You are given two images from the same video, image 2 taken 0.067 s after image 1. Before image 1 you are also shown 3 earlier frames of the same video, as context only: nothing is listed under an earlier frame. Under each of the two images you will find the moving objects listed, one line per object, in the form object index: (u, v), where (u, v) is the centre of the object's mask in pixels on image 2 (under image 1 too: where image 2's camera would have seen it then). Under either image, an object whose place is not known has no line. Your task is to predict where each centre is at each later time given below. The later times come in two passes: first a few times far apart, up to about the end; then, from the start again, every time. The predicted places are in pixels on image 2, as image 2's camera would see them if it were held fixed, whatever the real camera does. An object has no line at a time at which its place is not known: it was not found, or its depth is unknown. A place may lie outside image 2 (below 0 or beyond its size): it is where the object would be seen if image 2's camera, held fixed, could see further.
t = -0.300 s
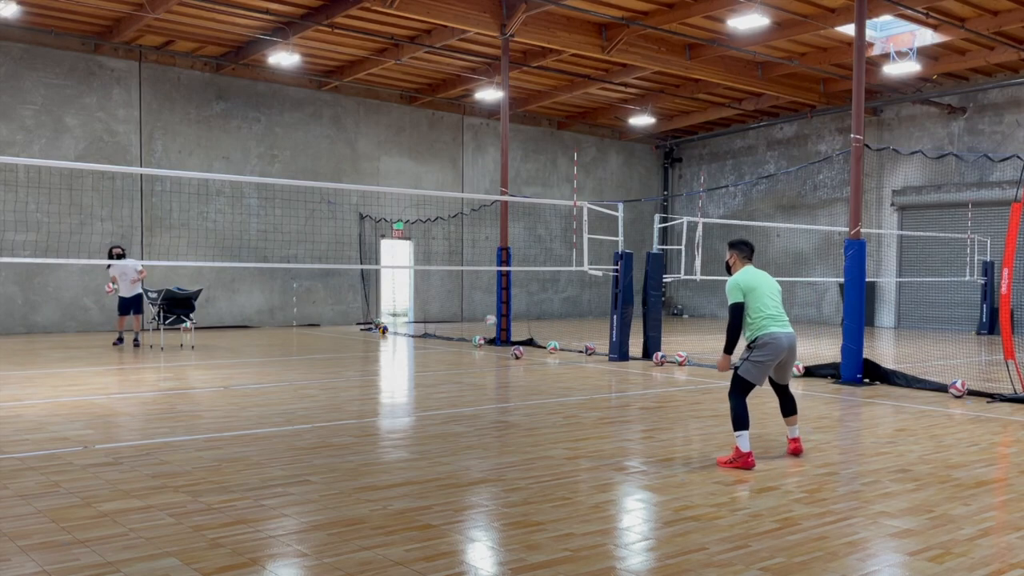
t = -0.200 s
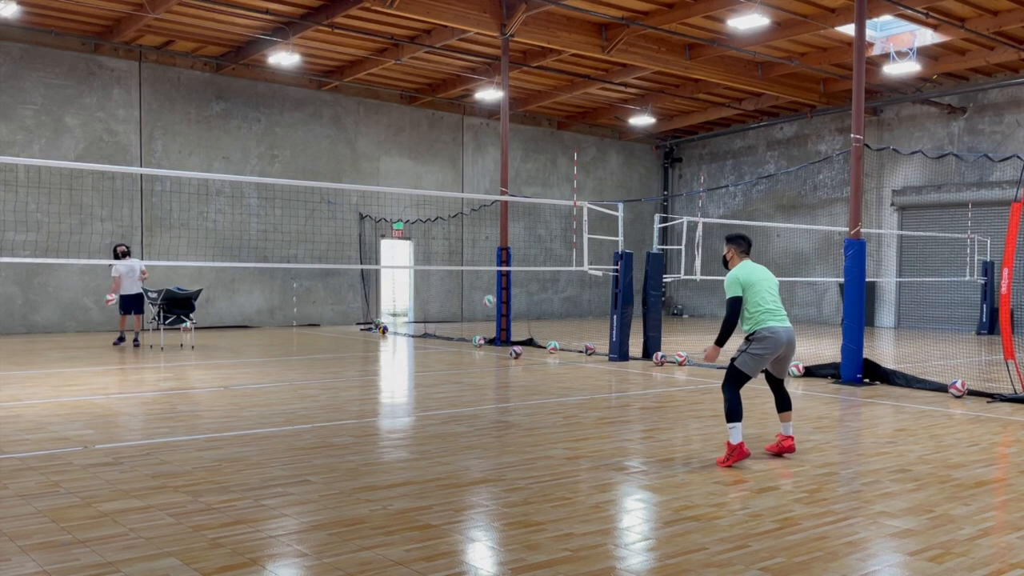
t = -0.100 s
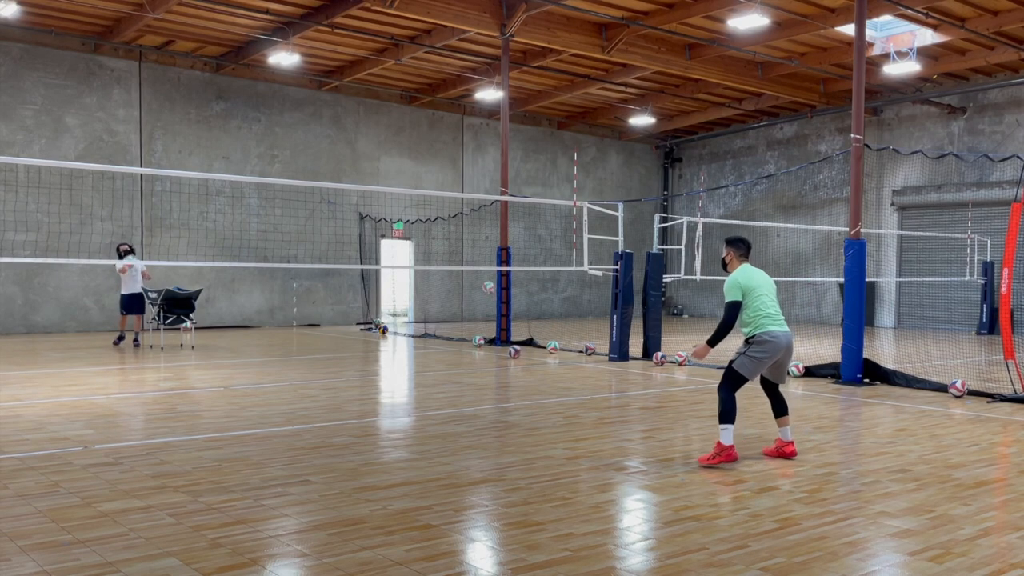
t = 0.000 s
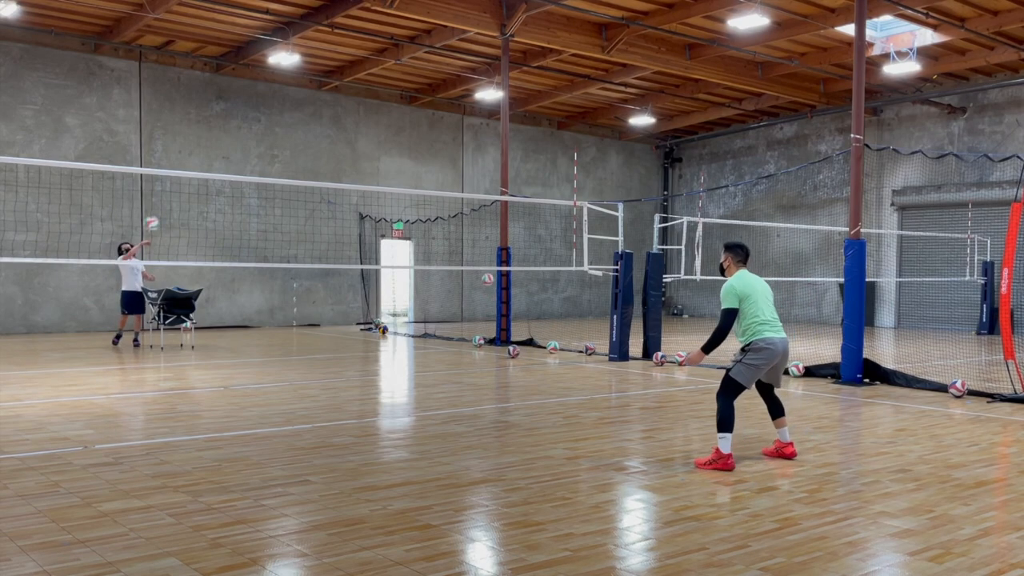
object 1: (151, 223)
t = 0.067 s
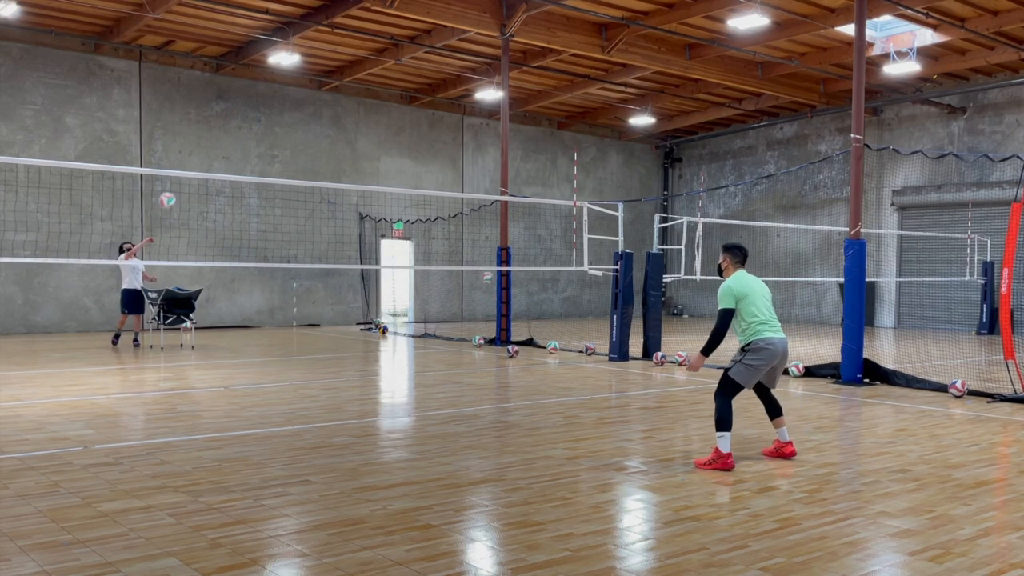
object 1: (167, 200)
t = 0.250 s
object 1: (213, 146)
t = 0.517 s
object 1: (298, 104)
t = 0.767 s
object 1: (409, 128)
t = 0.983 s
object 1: (548, 240)
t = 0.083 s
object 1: (170, 194)
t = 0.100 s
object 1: (174, 189)
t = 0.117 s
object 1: (179, 184)
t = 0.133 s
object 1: (183, 181)
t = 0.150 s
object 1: (188, 173)
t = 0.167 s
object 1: (191, 166)
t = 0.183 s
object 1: (196, 163)
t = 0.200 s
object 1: (200, 159)
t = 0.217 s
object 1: (204, 155)
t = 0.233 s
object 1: (209, 150)
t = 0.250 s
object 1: (213, 146)
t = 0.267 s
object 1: (218, 142)
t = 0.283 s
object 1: (222, 138)
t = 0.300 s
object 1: (227, 135)
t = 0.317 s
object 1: (232, 131)
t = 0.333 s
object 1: (237, 128)
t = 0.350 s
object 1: (242, 125)
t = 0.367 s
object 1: (247, 122)
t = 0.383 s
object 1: (252, 119)
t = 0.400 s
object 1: (258, 116)
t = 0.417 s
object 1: (263, 114)
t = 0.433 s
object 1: (269, 112)
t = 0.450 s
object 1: (274, 110)
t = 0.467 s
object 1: (280, 108)
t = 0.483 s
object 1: (286, 106)
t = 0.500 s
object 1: (292, 105)
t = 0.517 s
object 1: (298, 104)
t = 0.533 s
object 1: (304, 103)
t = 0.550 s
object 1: (310, 103)
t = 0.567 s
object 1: (317, 103)
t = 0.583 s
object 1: (324, 103)
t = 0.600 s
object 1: (330, 103)
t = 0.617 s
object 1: (337, 104)
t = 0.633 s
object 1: (345, 105)
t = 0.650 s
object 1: (352, 107)
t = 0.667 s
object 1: (359, 109)
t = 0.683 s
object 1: (367, 111)
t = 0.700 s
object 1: (375, 113)
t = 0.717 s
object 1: (383, 116)
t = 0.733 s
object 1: (392, 120)
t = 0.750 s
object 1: (400, 124)
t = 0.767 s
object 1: (409, 128)
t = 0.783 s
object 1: (418, 133)
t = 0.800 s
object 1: (427, 139)
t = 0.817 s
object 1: (436, 145)
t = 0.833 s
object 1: (447, 151)
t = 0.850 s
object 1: (457, 158)
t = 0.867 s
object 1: (467, 166)
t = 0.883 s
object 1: (477, 174)
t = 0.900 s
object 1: (490, 183)
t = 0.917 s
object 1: (500, 193)
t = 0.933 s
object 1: (512, 204)
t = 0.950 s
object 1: (523, 215)
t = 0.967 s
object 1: (536, 227)
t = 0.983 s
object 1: (548, 240)
